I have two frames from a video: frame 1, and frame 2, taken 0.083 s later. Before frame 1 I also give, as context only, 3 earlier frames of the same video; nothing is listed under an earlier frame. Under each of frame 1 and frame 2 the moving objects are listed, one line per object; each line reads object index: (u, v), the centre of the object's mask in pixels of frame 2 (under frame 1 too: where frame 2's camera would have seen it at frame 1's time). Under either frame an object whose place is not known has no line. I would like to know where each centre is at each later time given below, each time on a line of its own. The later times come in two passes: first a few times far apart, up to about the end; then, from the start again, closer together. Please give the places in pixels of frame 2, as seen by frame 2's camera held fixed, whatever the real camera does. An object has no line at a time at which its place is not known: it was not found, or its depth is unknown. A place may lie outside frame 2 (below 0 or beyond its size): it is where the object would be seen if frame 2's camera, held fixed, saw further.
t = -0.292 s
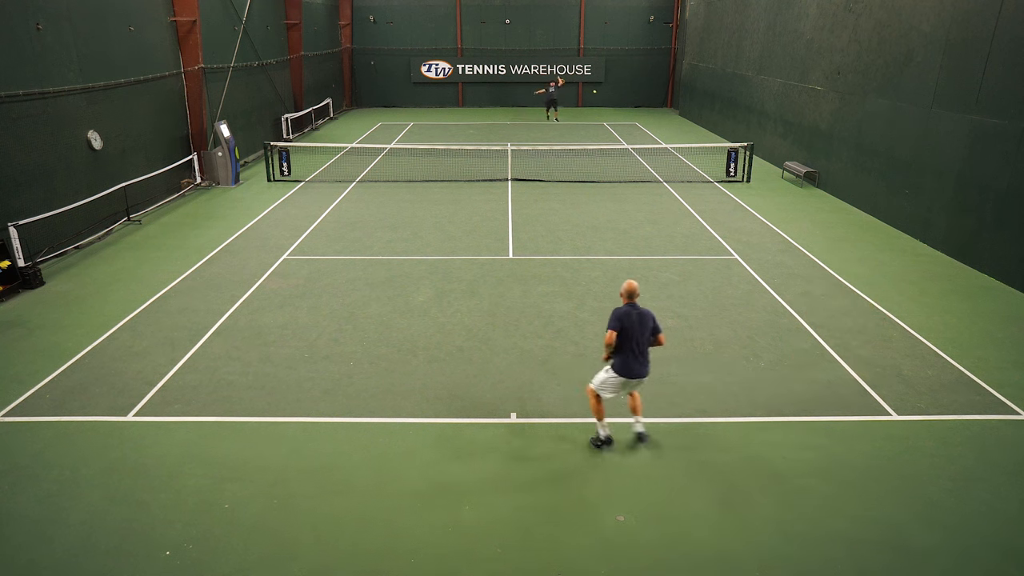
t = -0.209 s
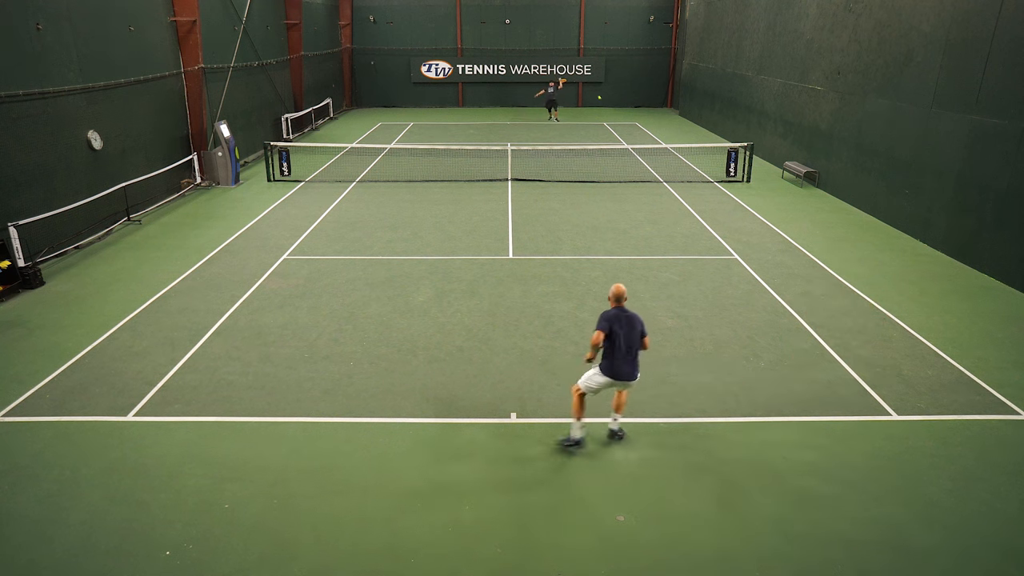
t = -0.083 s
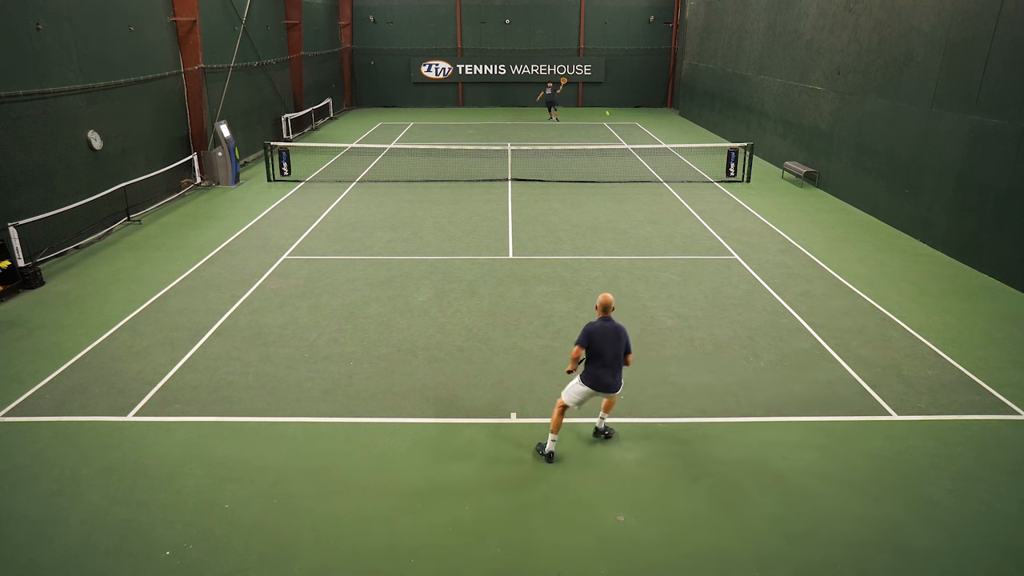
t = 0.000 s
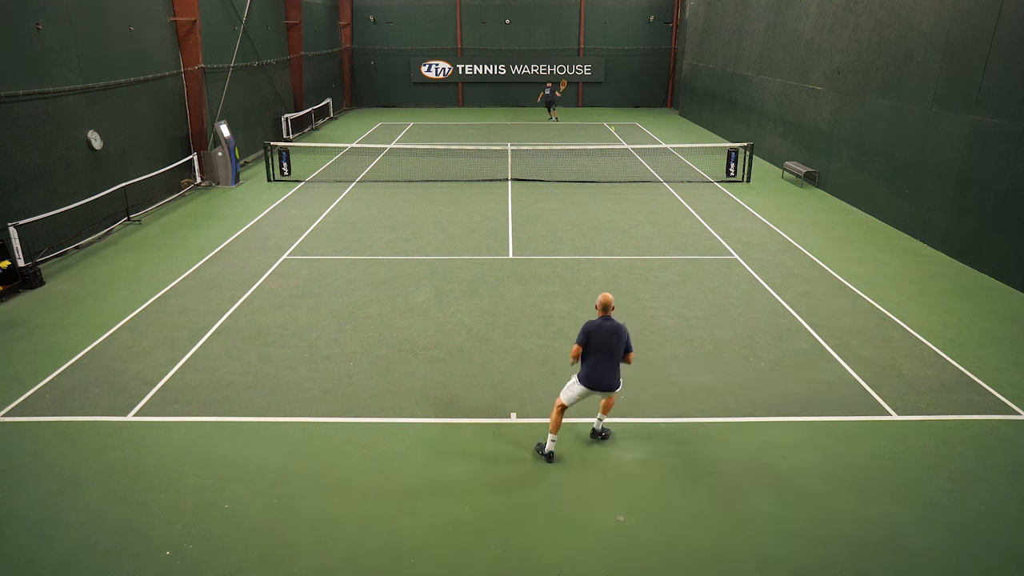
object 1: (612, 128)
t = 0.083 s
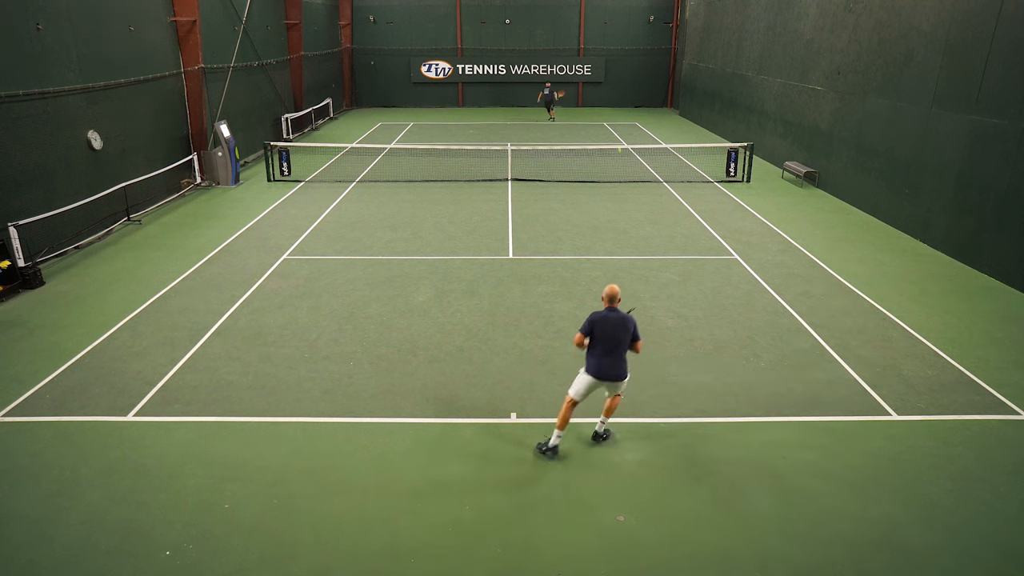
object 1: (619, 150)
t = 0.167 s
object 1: (626, 176)
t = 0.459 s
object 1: (654, 201)
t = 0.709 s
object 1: (684, 209)
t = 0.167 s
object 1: (626, 176)
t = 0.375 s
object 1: (645, 206)
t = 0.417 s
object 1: (649, 203)
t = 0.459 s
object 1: (654, 201)
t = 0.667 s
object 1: (678, 205)
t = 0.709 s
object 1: (684, 209)
